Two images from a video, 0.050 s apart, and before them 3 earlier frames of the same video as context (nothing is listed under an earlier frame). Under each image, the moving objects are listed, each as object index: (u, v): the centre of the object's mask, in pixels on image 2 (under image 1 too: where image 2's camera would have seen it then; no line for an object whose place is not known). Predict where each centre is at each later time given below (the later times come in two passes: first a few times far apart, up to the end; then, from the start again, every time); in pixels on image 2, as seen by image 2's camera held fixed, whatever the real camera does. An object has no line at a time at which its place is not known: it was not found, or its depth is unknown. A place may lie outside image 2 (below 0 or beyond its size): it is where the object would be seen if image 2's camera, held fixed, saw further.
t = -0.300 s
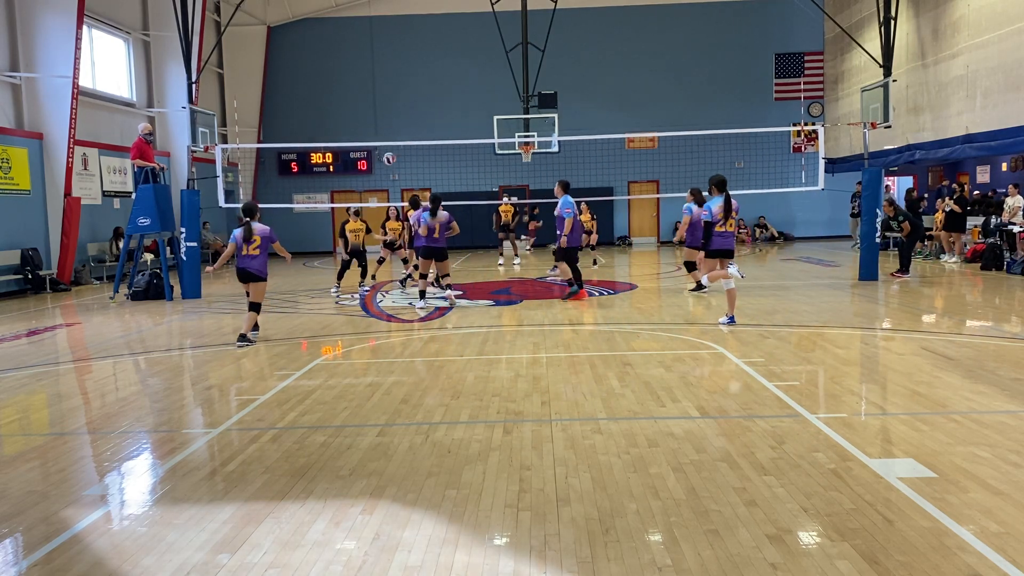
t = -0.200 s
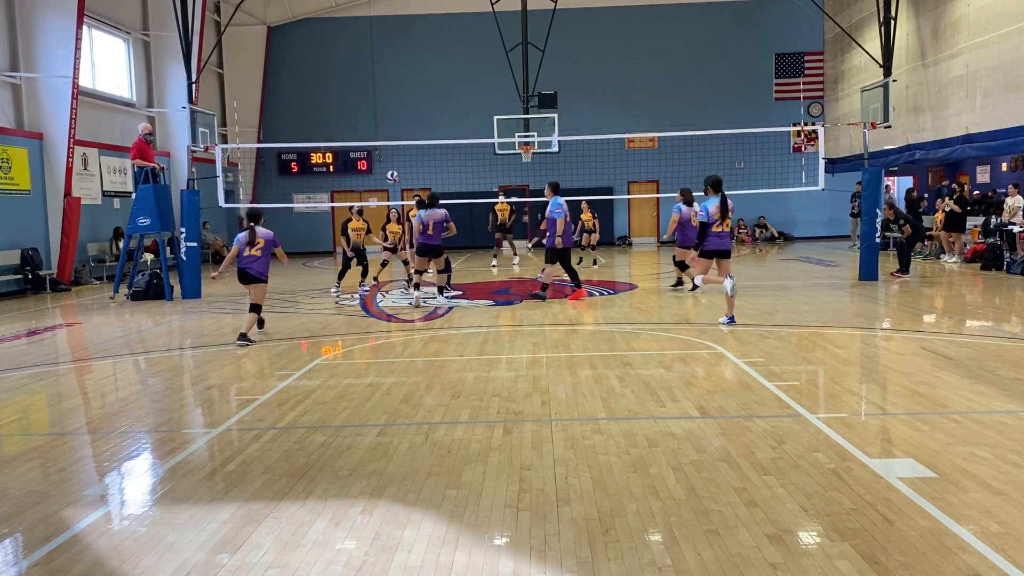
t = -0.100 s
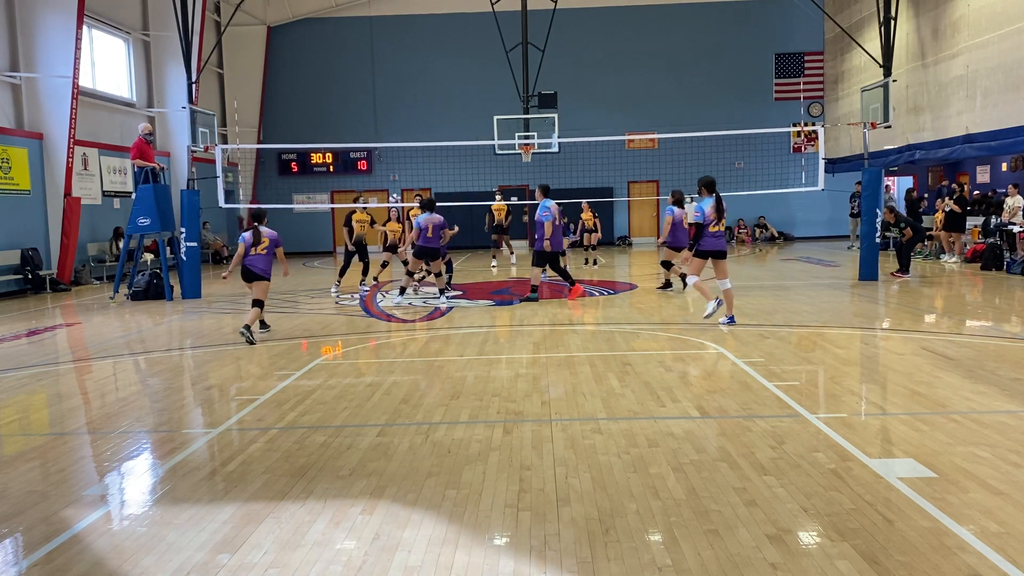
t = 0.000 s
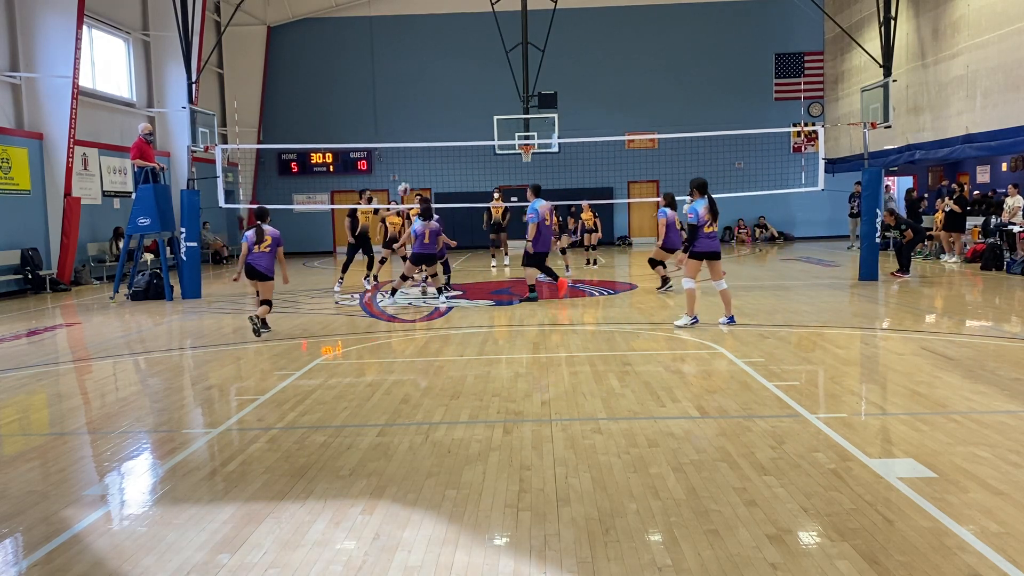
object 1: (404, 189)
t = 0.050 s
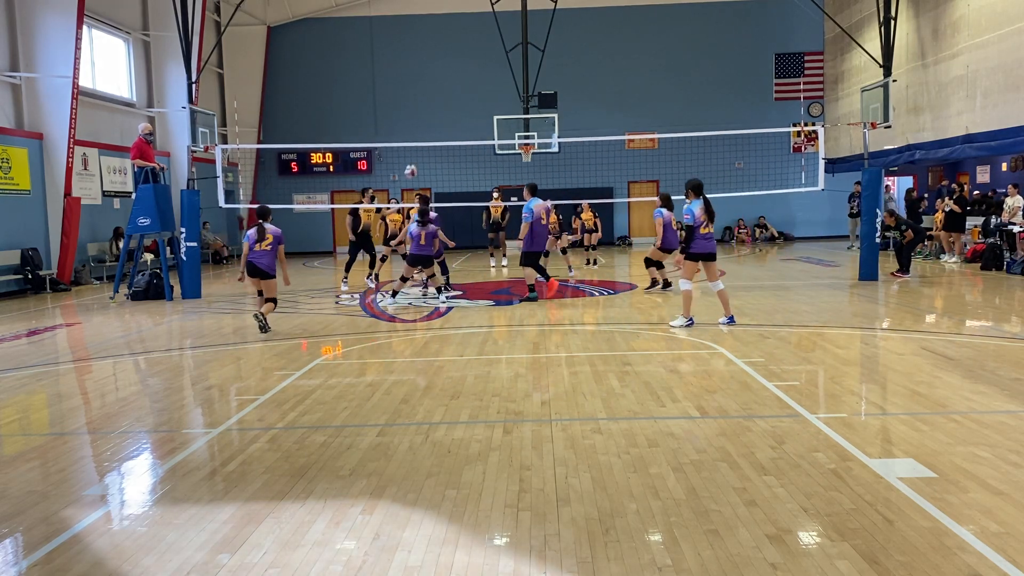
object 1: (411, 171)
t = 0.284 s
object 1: (441, 110)
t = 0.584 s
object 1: (480, 79)
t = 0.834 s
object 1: (512, 94)
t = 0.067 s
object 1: (413, 166)
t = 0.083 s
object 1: (415, 160)
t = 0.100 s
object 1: (417, 155)
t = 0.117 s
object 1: (419, 150)
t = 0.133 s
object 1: (422, 146)
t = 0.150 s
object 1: (424, 140)
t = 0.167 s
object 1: (426, 135)
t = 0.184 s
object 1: (428, 132)
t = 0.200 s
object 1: (431, 128)
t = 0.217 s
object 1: (433, 123)
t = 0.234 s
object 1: (435, 120)
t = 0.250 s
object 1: (437, 116)
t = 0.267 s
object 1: (439, 113)
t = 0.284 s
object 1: (441, 110)
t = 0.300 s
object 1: (443, 106)
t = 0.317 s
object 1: (445, 103)
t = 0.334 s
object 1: (448, 100)
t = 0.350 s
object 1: (450, 98)
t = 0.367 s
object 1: (452, 96)
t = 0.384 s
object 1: (454, 93)
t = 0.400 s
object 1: (456, 91)
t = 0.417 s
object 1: (459, 89)
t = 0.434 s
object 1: (461, 88)
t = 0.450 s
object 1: (463, 86)
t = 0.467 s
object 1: (465, 84)
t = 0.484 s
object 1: (467, 83)
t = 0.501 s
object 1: (469, 82)
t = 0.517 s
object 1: (472, 81)
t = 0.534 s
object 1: (474, 80)
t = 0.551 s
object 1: (476, 80)
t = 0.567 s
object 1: (478, 79)
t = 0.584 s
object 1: (480, 79)
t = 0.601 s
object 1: (482, 79)
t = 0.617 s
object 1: (484, 79)
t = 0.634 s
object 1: (486, 79)
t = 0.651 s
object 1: (488, 79)
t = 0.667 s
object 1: (491, 80)
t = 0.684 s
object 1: (493, 81)
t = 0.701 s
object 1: (495, 82)
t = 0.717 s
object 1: (497, 83)
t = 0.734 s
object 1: (499, 84)
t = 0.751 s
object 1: (501, 85)
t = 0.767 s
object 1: (503, 86)
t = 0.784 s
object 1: (505, 88)
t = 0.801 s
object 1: (508, 90)
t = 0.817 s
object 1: (510, 92)
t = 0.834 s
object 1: (512, 94)
